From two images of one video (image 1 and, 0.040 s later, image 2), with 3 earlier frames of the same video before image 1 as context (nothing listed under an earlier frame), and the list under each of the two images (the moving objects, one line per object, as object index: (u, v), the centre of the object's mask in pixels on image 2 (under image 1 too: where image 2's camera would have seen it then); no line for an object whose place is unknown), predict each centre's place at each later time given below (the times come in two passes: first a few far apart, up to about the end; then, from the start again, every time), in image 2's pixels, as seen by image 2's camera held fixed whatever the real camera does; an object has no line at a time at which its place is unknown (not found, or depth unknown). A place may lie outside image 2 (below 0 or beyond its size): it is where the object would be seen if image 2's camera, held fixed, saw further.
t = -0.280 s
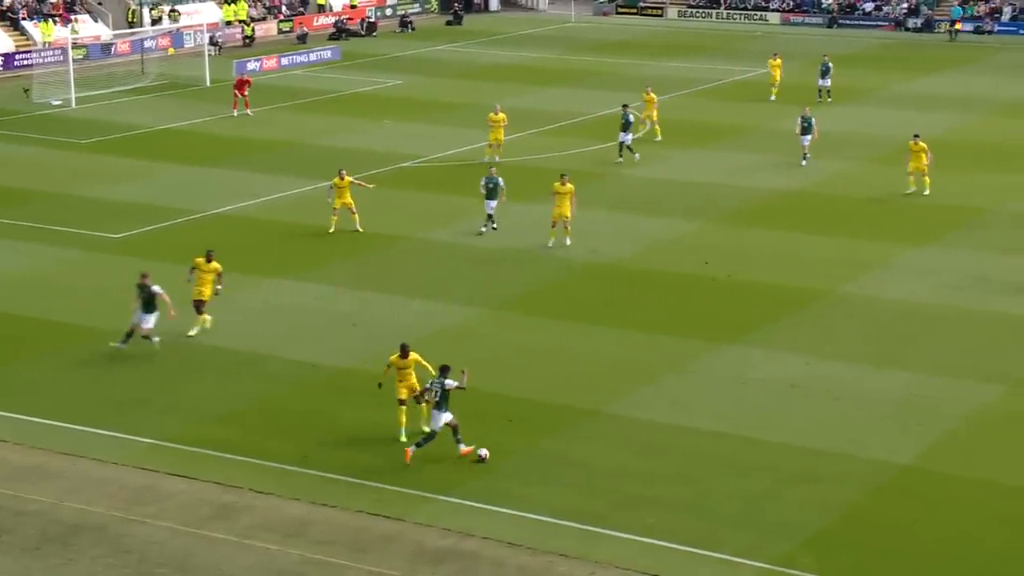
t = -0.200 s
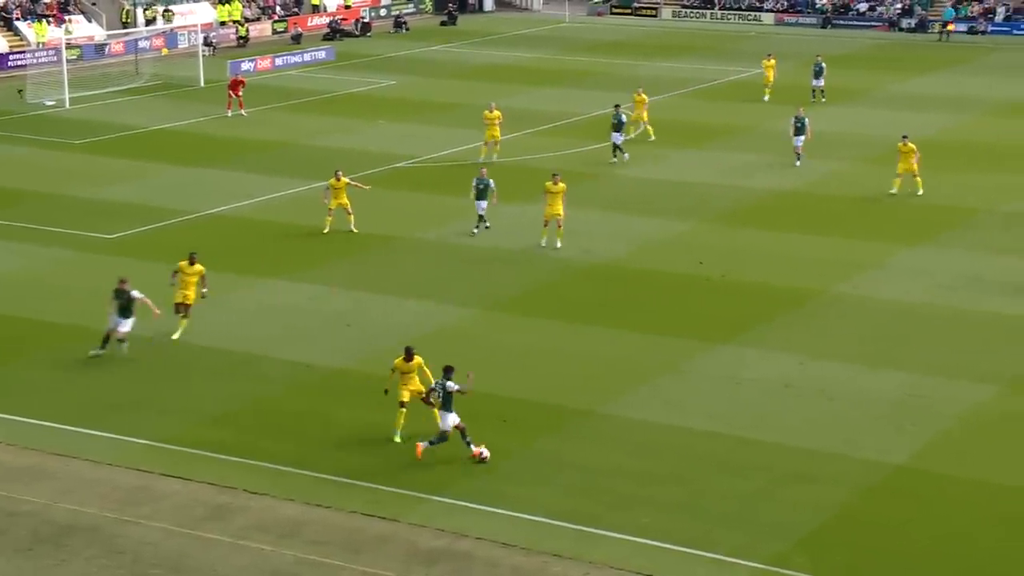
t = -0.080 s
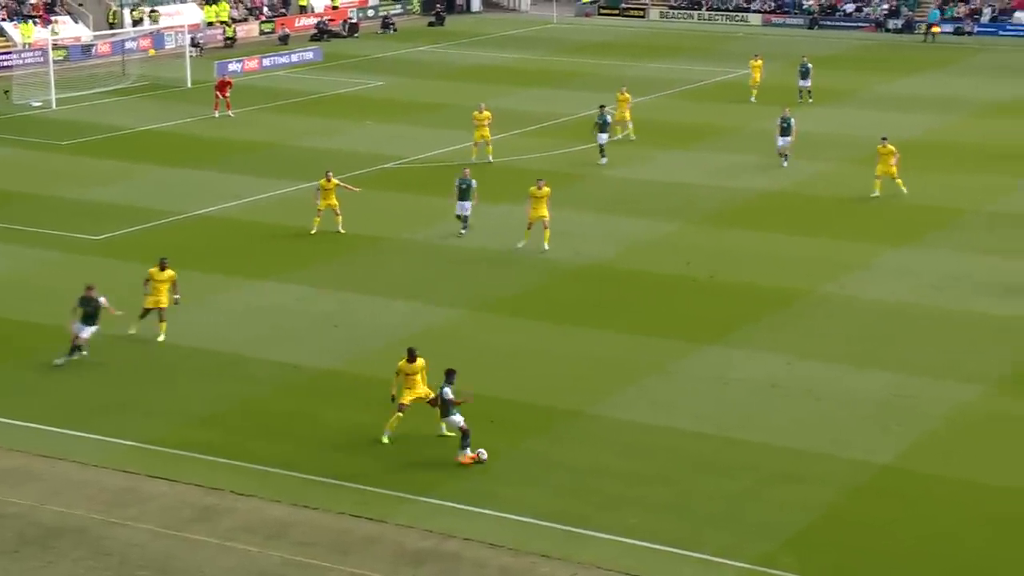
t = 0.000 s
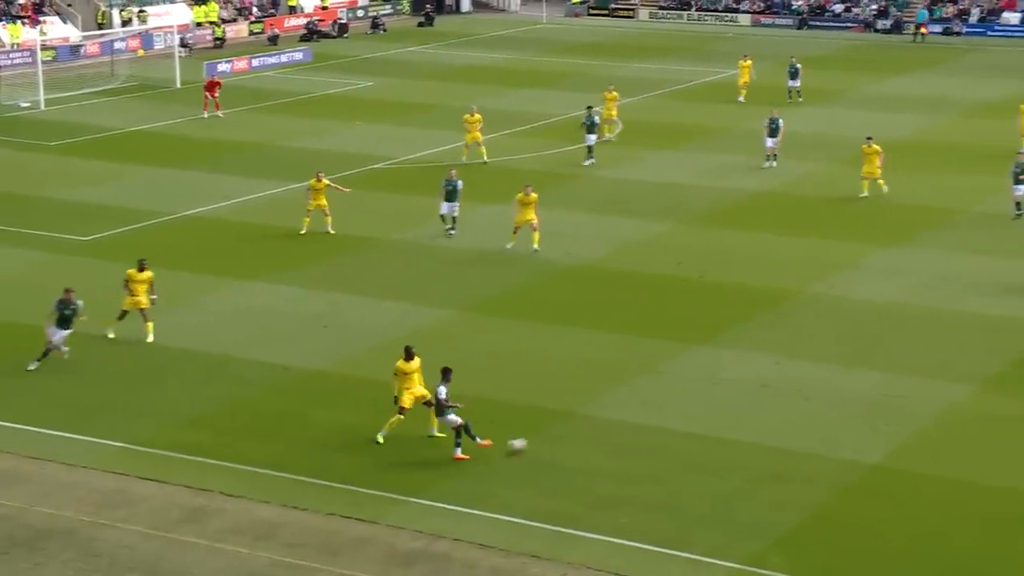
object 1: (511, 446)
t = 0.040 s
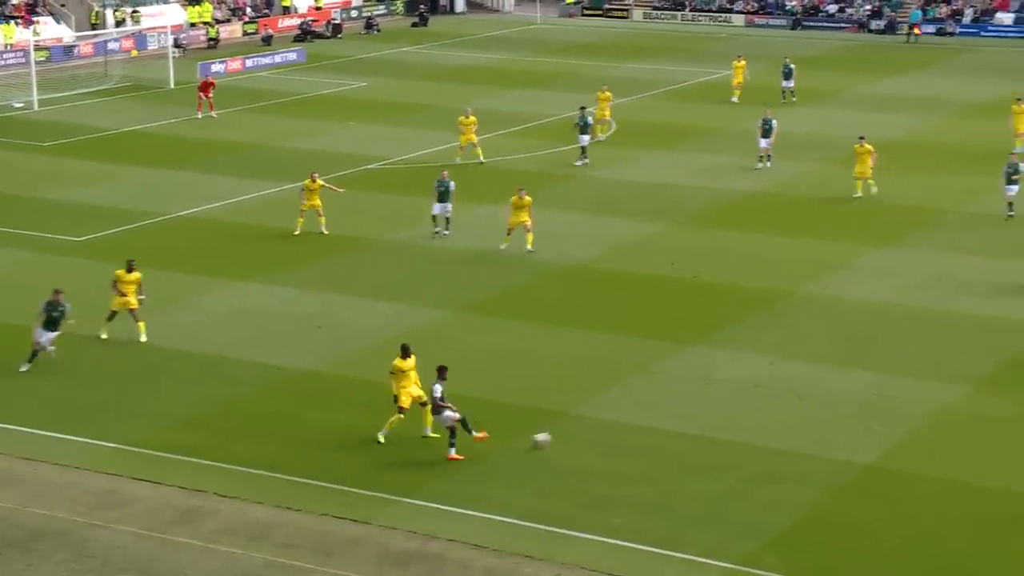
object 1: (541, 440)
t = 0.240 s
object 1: (675, 414)
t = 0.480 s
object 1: (808, 391)
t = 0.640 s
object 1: (883, 378)
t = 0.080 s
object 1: (571, 435)
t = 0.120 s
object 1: (598, 431)
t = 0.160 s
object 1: (625, 426)
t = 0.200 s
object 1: (650, 420)
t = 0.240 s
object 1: (675, 414)
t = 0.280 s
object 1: (699, 411)
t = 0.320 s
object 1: (722, 407)
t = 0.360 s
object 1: (745, 404)
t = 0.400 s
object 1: (766, 397)
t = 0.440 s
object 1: (787, 393)
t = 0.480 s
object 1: (808, 391)
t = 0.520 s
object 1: (827, 389)
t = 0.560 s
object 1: (847, 385)
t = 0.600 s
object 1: (865, 381)
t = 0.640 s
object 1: (883, 378)
